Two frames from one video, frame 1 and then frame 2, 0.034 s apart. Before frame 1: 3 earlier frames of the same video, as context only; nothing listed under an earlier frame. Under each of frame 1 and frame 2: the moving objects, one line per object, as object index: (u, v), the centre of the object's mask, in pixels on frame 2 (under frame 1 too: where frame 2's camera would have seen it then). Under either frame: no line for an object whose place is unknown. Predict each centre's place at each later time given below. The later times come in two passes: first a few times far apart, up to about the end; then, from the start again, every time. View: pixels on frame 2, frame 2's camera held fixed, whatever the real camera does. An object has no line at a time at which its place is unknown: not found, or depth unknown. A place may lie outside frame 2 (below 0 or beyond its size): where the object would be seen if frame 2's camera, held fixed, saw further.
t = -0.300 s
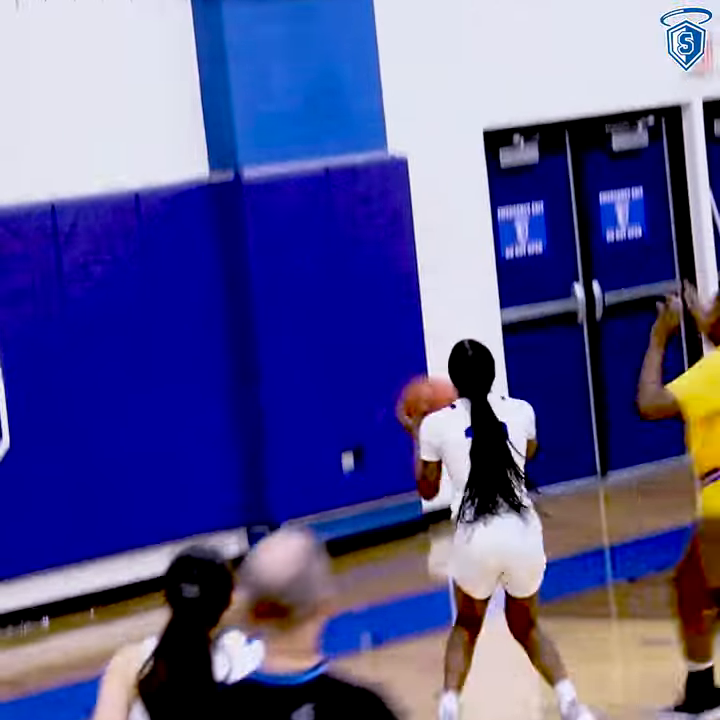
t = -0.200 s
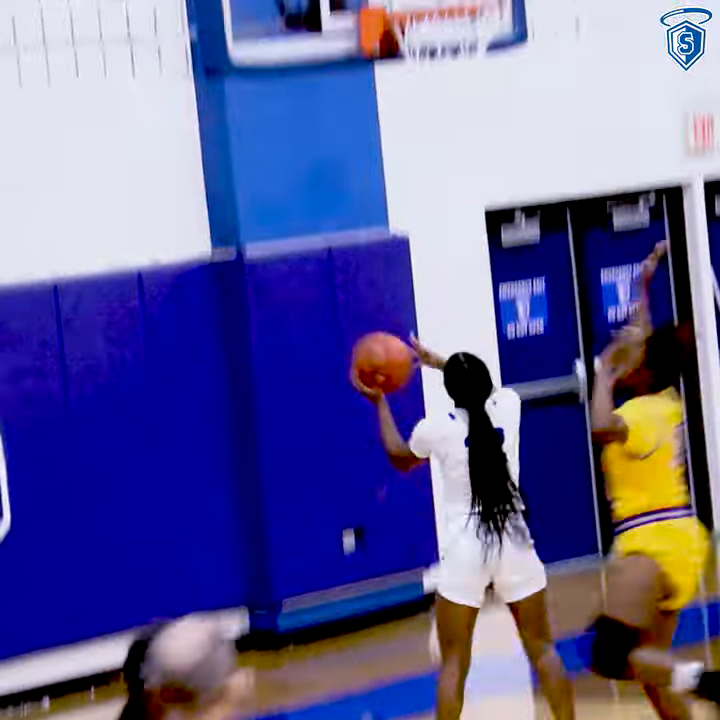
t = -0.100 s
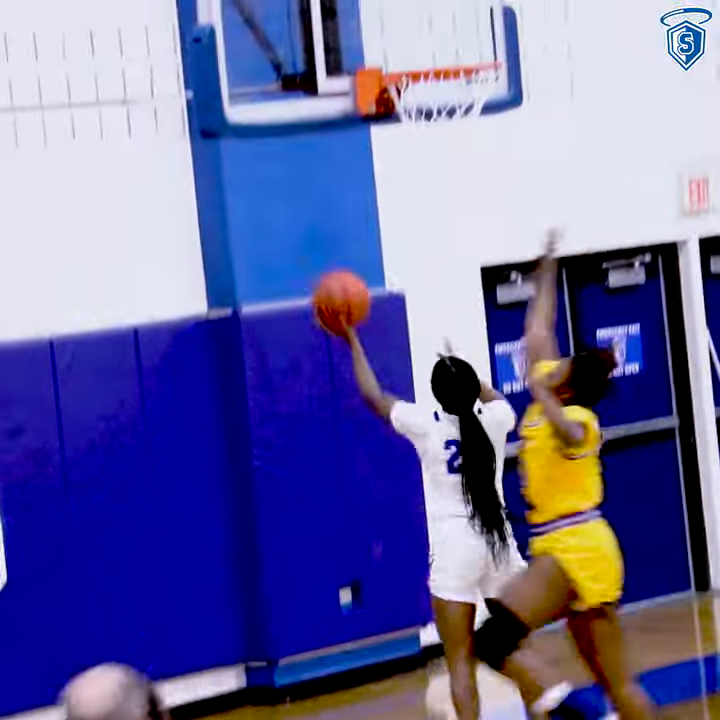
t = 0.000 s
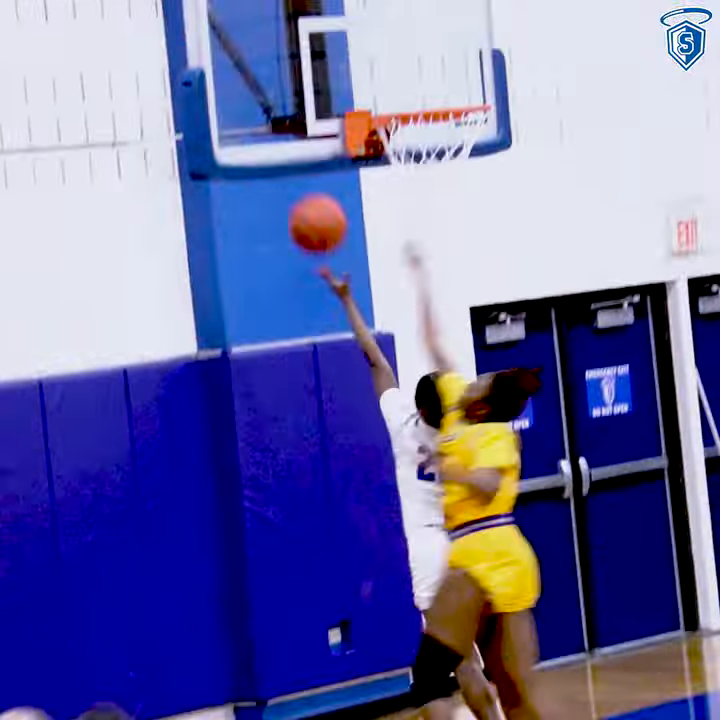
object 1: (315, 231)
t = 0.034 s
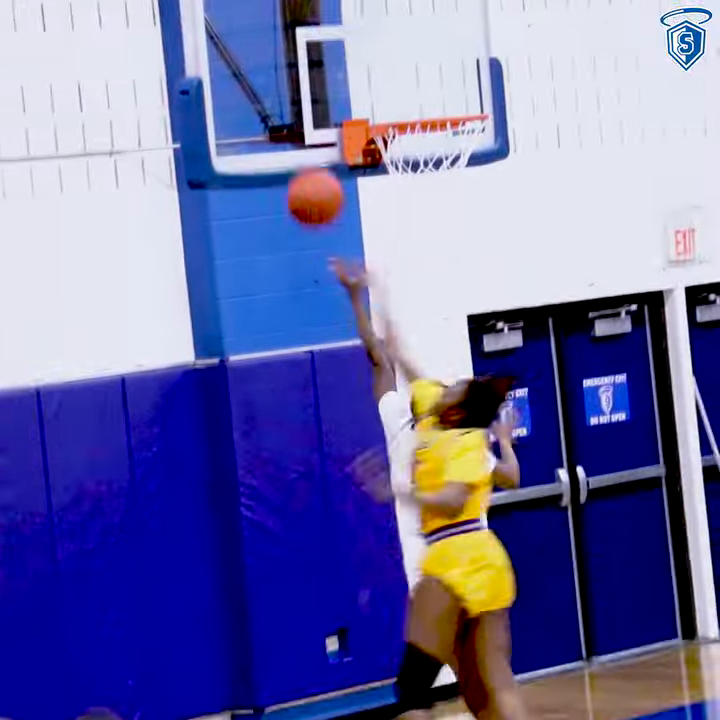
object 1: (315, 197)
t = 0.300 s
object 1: (330, 22)
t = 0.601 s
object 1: (408, 46)
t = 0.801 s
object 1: (468, 173)
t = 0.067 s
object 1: (314, 166)
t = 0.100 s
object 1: (315, 135)
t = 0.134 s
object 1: (317, 109)
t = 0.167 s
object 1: (317, 88)
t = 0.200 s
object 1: (318, 66)
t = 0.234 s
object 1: (319, 47)
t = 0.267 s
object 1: (323, 33)
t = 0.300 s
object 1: (330, 22)
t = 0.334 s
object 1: (337, 14)
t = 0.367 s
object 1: (346, 11)
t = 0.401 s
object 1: (354, 10)
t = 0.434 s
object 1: (362, 10)
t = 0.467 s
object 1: (371, 12)
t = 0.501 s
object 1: (380, 15)
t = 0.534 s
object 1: (389, 21)
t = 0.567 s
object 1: (398, 32)
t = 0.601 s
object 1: (408, 46)
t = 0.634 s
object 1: (418, 61)
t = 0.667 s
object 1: (427, 80)
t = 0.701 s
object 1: (438, 98)
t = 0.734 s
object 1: (446, 124)
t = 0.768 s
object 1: (459, 149)
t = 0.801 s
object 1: (468, 173)
